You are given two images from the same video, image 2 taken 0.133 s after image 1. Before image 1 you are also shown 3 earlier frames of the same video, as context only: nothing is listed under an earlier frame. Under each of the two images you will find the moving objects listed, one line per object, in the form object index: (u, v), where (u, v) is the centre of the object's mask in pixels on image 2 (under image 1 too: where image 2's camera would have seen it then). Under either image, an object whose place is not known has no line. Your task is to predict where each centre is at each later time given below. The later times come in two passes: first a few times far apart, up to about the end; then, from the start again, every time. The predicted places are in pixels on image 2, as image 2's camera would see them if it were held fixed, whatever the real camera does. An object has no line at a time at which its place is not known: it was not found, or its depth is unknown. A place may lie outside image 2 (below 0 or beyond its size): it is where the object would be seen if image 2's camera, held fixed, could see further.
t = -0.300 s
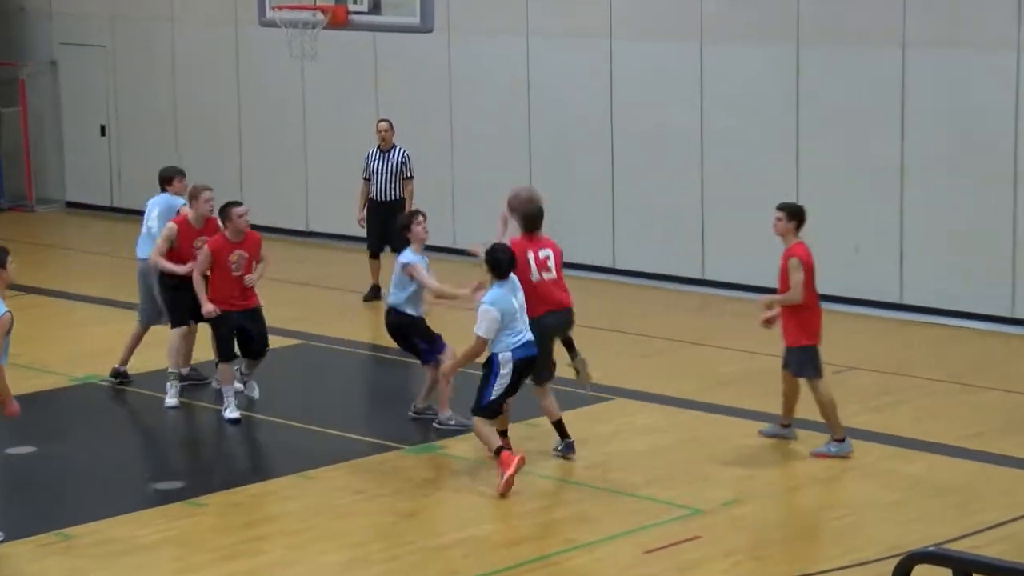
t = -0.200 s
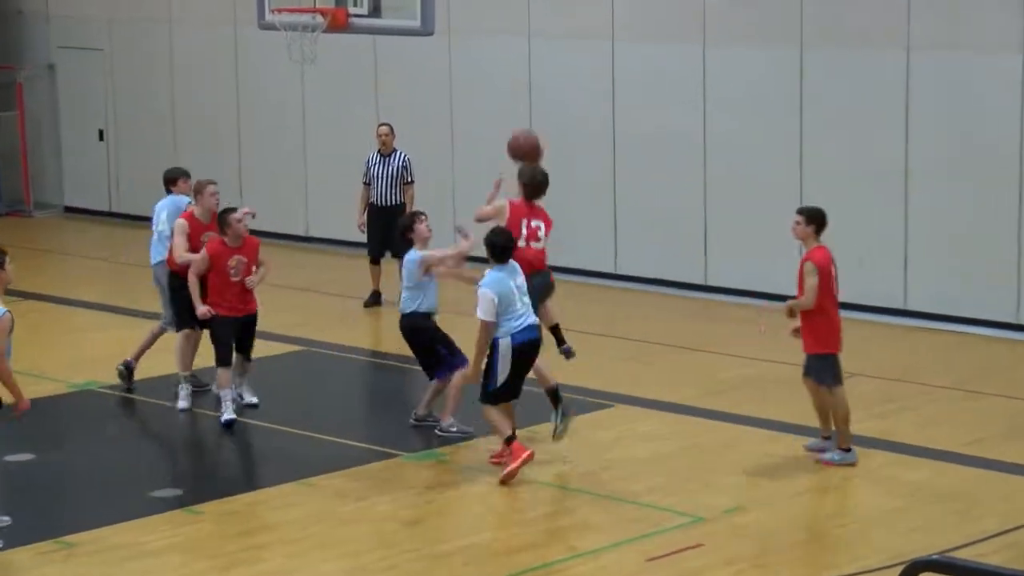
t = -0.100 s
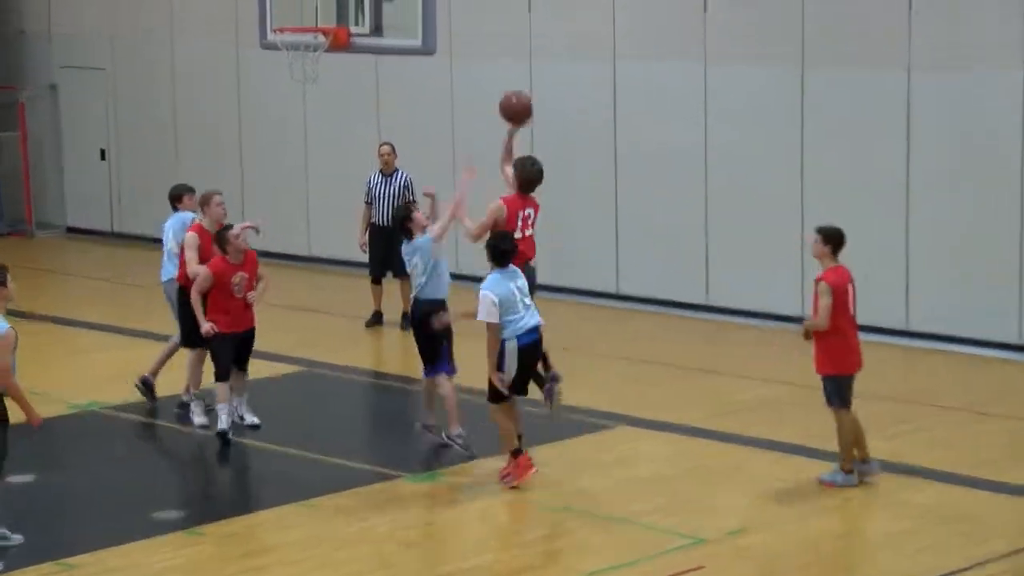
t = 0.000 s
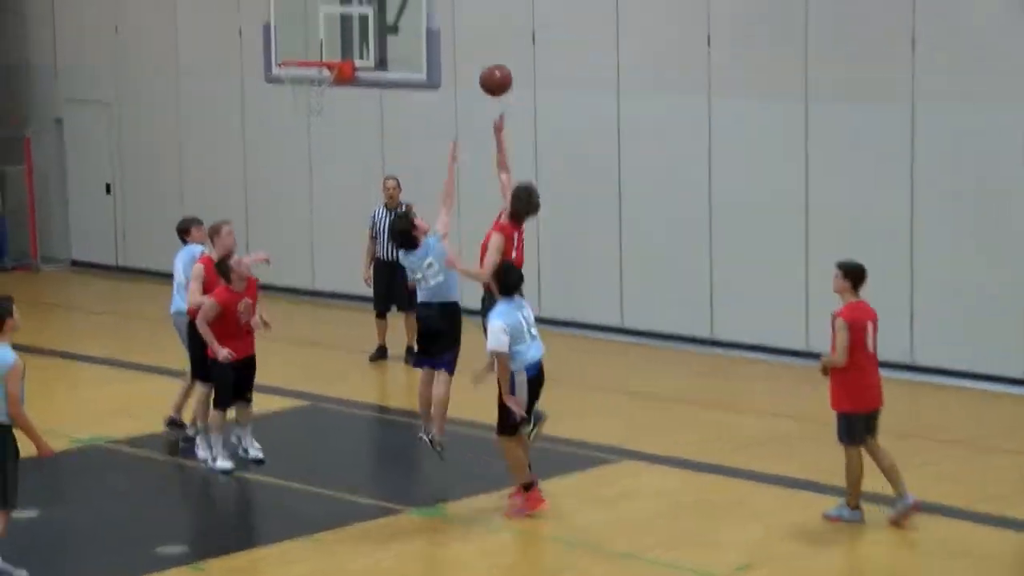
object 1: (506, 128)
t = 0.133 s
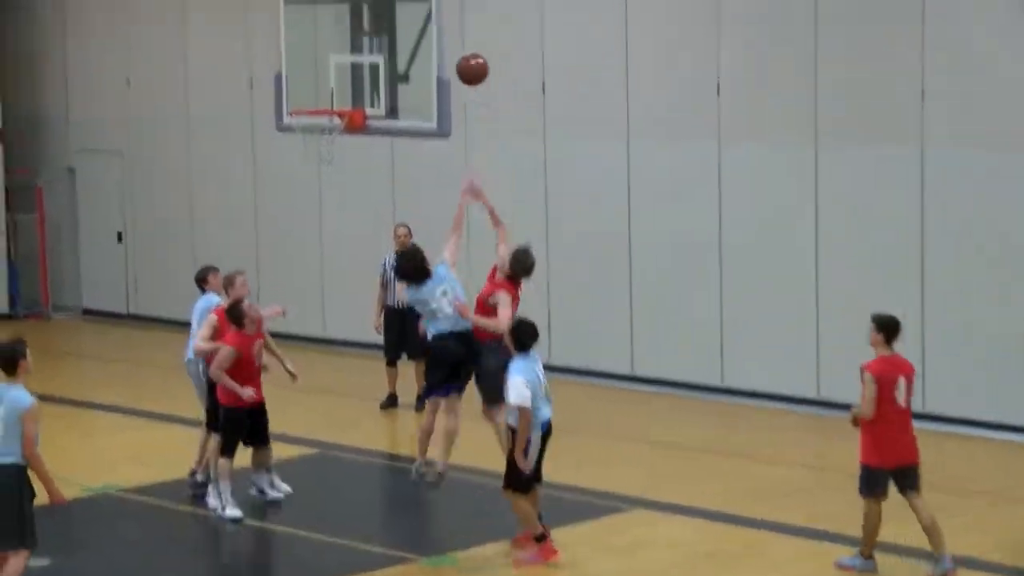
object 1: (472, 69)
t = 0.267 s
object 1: (439, 35)
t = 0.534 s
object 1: (377, 42)
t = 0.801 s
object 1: (329, 73)
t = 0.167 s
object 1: (464, 58)
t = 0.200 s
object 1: (455, 48)
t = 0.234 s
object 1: (447, 41)
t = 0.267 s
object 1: (439, 35)
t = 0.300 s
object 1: (431, 31)
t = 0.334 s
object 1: (424, 28)
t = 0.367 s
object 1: (416, 27)
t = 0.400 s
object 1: (408, 28)
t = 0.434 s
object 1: (401, 28)
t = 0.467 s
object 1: (392, 31)
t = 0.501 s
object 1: (385, 36)
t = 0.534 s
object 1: (377, 42)
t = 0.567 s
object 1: (371, 48)
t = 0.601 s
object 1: (364, 57)
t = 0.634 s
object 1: (357, 69)
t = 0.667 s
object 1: (349, 79)
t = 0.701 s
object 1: (343, 92)
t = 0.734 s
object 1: (339, 91)
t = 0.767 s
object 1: (333, 81)
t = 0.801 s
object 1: (329, 73)
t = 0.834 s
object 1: (324, 65)
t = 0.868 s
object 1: (320, 59)
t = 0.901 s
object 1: (316, 54)
